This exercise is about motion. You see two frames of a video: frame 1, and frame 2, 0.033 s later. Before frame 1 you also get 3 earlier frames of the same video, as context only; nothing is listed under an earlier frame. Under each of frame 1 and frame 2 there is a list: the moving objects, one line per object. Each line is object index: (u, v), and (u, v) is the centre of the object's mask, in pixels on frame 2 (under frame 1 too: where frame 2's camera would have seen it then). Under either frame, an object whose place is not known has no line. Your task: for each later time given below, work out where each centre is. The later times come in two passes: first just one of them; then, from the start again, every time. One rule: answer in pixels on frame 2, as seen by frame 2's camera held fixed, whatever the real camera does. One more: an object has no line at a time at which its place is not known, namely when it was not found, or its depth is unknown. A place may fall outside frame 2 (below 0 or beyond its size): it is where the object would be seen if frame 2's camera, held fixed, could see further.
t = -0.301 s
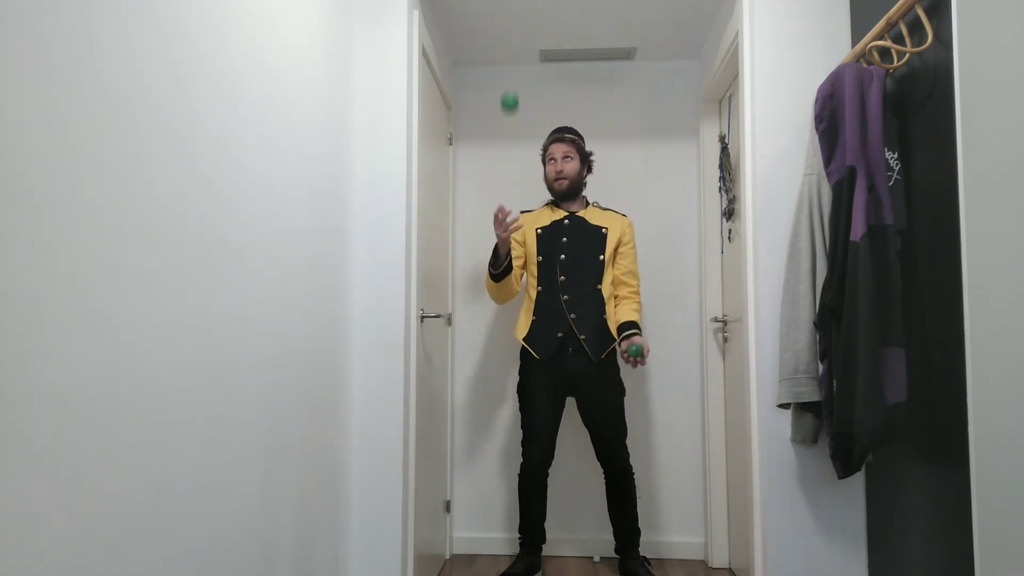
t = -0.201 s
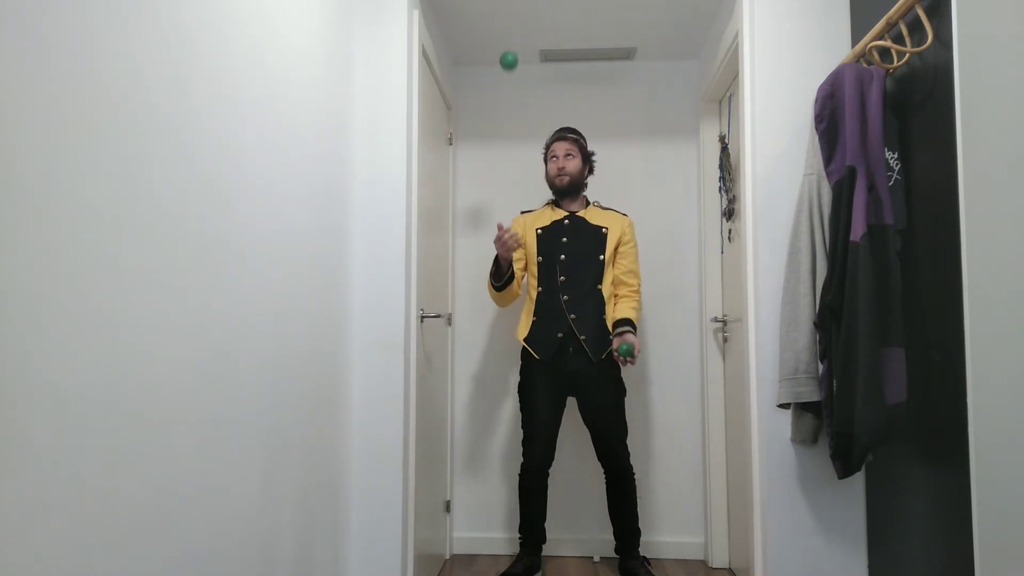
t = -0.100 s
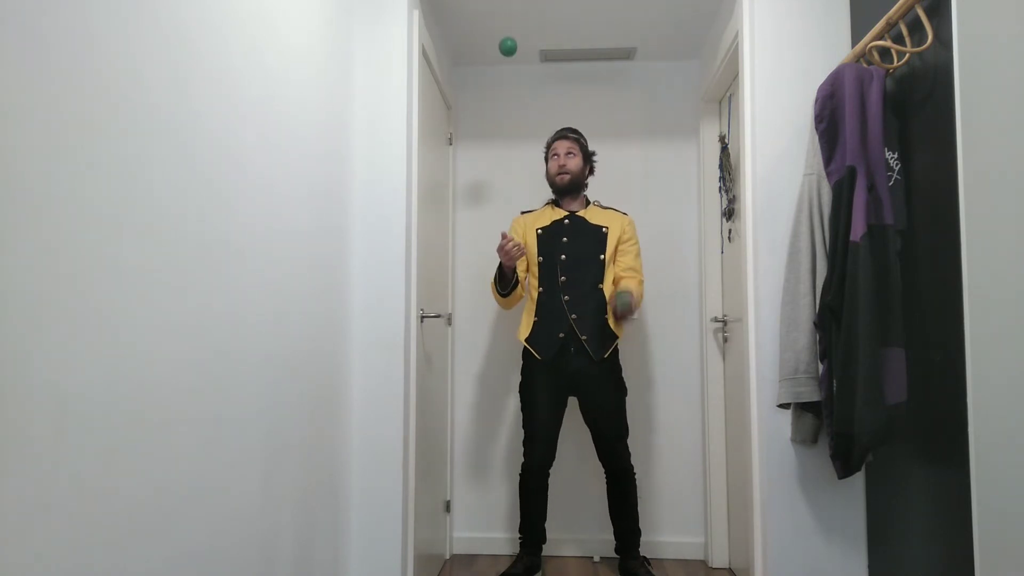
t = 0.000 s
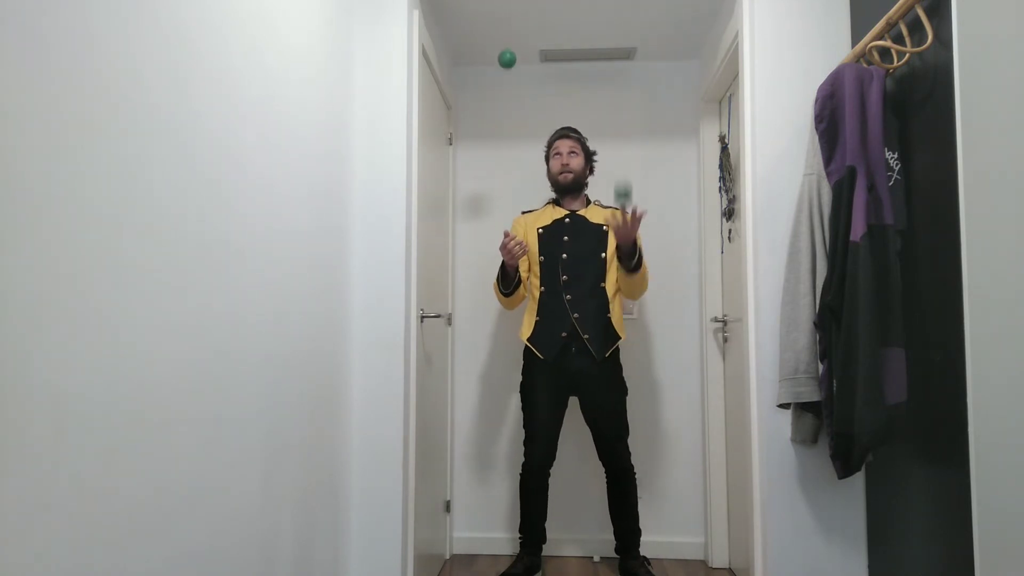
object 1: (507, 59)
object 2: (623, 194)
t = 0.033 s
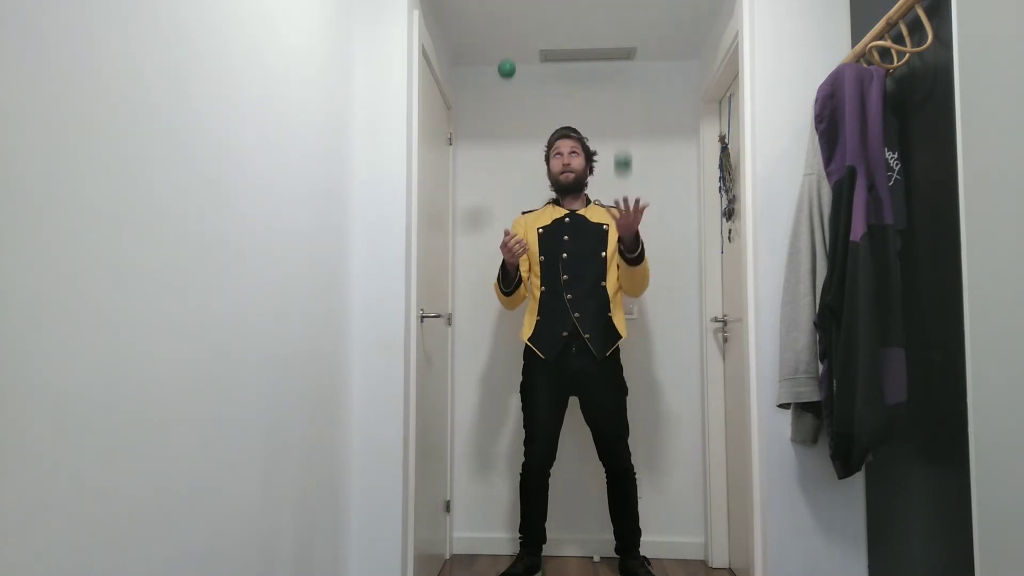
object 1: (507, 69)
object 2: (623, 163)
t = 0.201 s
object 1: (505, 158)
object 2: (623, 59)
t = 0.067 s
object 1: (506, 82)
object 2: (623, 134)
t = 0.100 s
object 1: (506, 97)
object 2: (623, 109)
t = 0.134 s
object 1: (506, 115)
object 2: (623, 89)
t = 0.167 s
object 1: (505, 136)
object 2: (623, 72)
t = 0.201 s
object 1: (505, 158)
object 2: (623, 59)
